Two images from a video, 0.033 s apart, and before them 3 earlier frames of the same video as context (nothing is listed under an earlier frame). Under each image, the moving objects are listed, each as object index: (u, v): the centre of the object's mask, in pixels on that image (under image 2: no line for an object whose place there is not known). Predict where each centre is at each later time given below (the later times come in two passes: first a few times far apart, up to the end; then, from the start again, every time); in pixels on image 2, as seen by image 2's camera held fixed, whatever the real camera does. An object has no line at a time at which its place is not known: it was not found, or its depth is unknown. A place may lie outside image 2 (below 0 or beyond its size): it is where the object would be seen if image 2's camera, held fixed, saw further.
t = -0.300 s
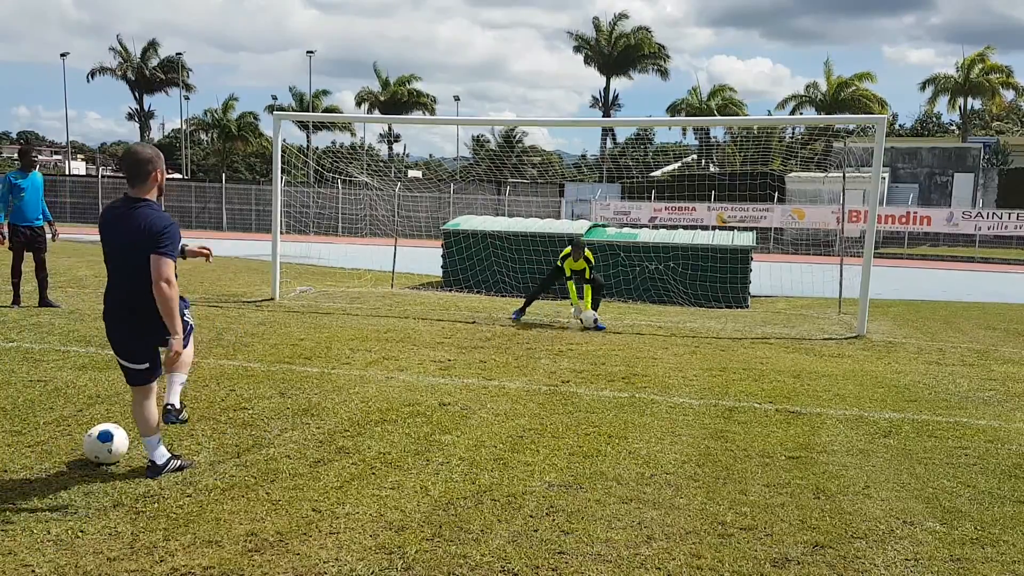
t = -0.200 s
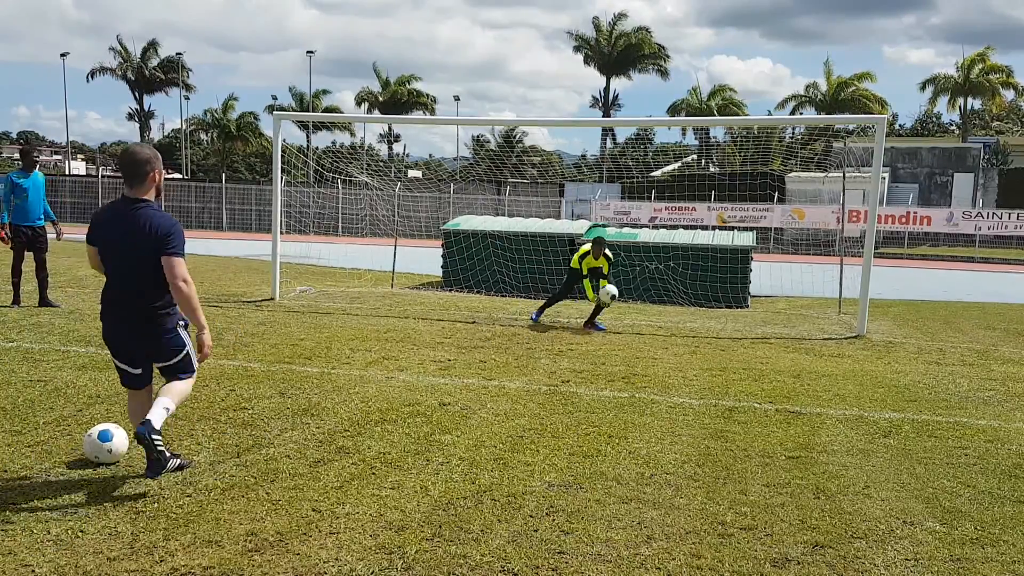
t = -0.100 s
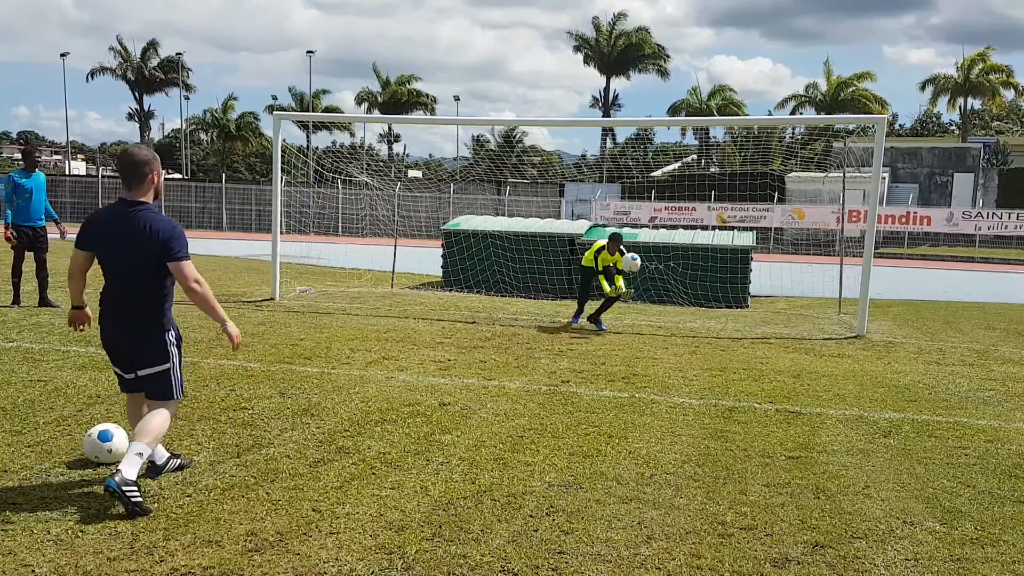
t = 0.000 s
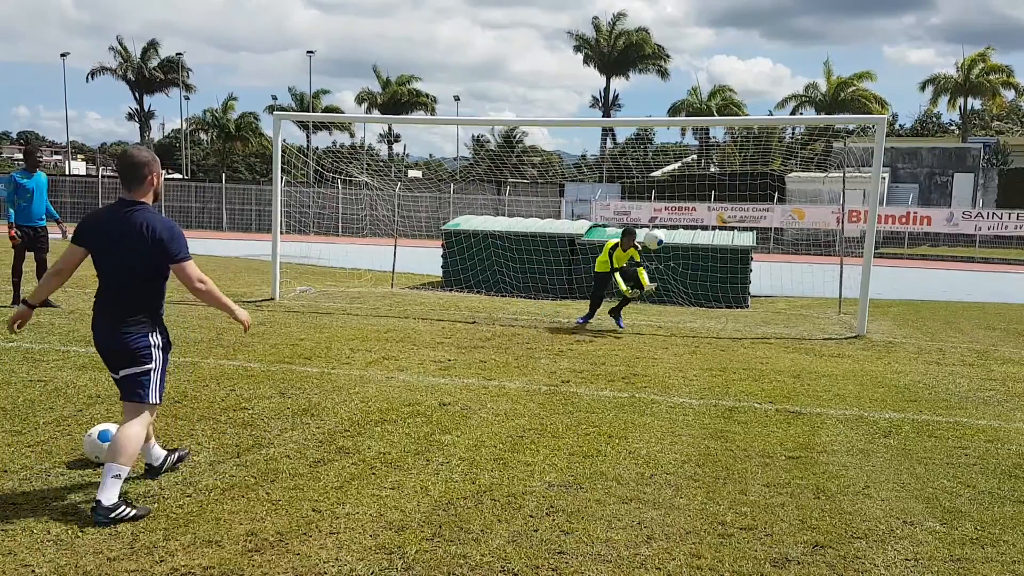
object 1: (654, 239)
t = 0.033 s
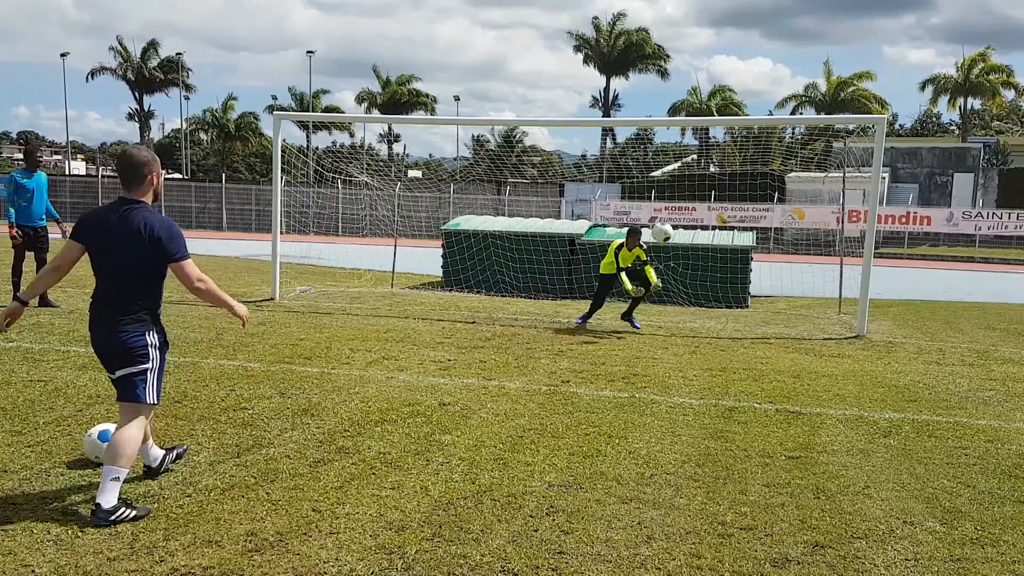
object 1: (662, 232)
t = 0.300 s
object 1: (729, 216)
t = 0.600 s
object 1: (815, 286)
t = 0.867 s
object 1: (895, 333)
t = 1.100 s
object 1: (967, 300)
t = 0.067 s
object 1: (671, 227)
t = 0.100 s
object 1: (679, 222)
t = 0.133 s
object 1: (688, 219)
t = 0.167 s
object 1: (696, 217)
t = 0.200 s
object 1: (704, 215)
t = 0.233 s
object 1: (711, 214)
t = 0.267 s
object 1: (720, 214)
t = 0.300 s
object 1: (729, 216)
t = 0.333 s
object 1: (738, 219)
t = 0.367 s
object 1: (747, 223)
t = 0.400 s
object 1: (756, 227)
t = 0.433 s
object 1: (766, 234)
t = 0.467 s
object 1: (775, 242)
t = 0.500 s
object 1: (785, 251)
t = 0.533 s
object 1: (795, 261)
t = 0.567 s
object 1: (805, 273)
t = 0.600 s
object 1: (815, 286)
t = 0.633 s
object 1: (825, 300)
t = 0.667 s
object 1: (835, 317)
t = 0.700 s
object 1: (846, 335)
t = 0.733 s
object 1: (856, 354)
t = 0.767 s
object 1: (866, 364)
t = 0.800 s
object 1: (876, 352)
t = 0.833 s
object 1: (886, 341)
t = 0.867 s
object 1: (895, 333)
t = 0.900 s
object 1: (905, 324)
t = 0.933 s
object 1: (916, 317)
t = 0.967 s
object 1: (926, 311)
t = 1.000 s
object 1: (937, 306)
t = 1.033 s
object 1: (948, 303)
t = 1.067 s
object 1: (957, 301)
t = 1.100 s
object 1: (967, 300)
